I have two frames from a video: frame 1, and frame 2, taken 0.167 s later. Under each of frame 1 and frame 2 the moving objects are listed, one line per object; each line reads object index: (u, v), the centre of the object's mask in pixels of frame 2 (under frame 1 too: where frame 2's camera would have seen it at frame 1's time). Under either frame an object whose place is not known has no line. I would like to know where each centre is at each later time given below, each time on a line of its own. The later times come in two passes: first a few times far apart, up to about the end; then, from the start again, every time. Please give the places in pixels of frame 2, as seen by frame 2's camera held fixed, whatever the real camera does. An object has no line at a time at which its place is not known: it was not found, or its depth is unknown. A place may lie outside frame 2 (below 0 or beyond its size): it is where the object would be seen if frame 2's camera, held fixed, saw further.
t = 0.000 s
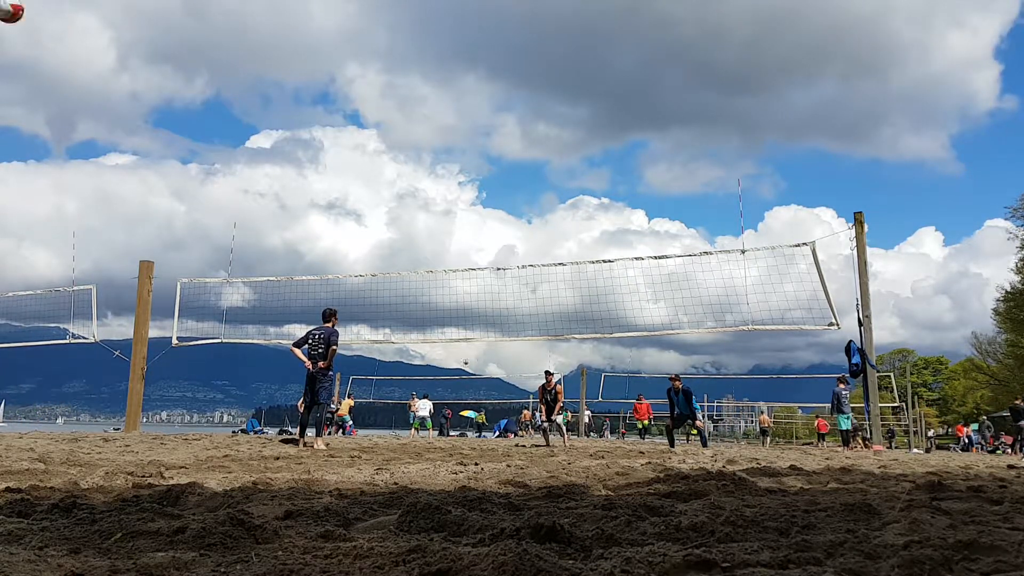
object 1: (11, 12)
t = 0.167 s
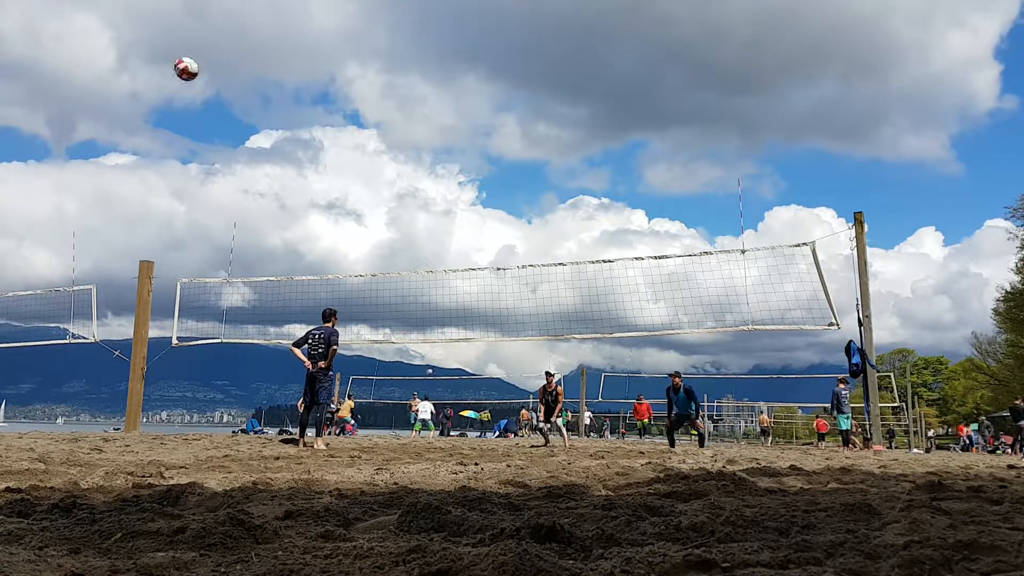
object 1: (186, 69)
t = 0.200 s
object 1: (212, 80)
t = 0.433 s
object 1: (333, 162)
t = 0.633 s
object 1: (396, 235)
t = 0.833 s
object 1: (438, 308)
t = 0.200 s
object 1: (212, 80)
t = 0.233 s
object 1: (234, 92)
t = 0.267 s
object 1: (255, 104)
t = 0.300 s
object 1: (274, 114)
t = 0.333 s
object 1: (291, 127)
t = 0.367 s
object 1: (306, 138)
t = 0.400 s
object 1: (320, 150)
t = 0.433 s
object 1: (333, 162)
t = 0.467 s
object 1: (345, 174)
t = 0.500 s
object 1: (357, 186)
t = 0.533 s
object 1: (368, 198)
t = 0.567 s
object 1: (378, 211)
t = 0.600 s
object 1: (387, 222)
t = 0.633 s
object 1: (396, 235)
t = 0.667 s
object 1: (405, 247)
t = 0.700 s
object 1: (413, 258)
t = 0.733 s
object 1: (420, 271)
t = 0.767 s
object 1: (427, 284)
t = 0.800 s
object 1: (432, 296)
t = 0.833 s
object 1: (438, 308)
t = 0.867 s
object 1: (445, 320)
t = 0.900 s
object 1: (449, 333)
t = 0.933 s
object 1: (453, 347)
